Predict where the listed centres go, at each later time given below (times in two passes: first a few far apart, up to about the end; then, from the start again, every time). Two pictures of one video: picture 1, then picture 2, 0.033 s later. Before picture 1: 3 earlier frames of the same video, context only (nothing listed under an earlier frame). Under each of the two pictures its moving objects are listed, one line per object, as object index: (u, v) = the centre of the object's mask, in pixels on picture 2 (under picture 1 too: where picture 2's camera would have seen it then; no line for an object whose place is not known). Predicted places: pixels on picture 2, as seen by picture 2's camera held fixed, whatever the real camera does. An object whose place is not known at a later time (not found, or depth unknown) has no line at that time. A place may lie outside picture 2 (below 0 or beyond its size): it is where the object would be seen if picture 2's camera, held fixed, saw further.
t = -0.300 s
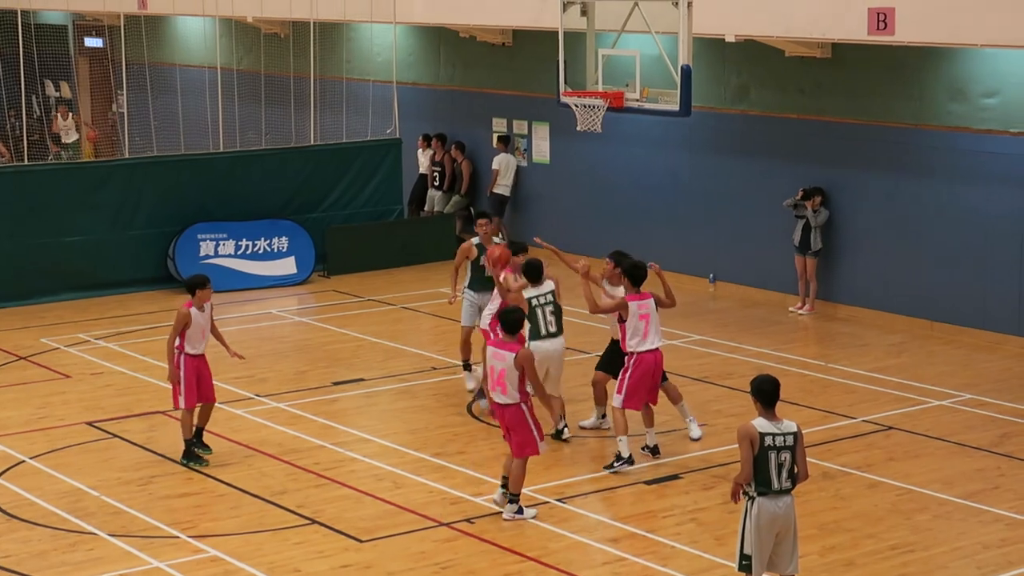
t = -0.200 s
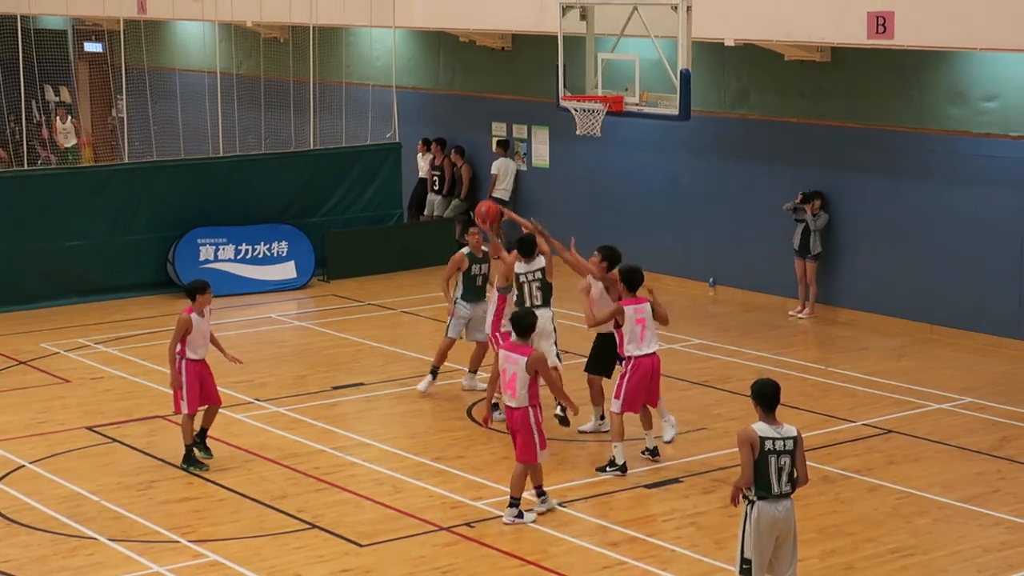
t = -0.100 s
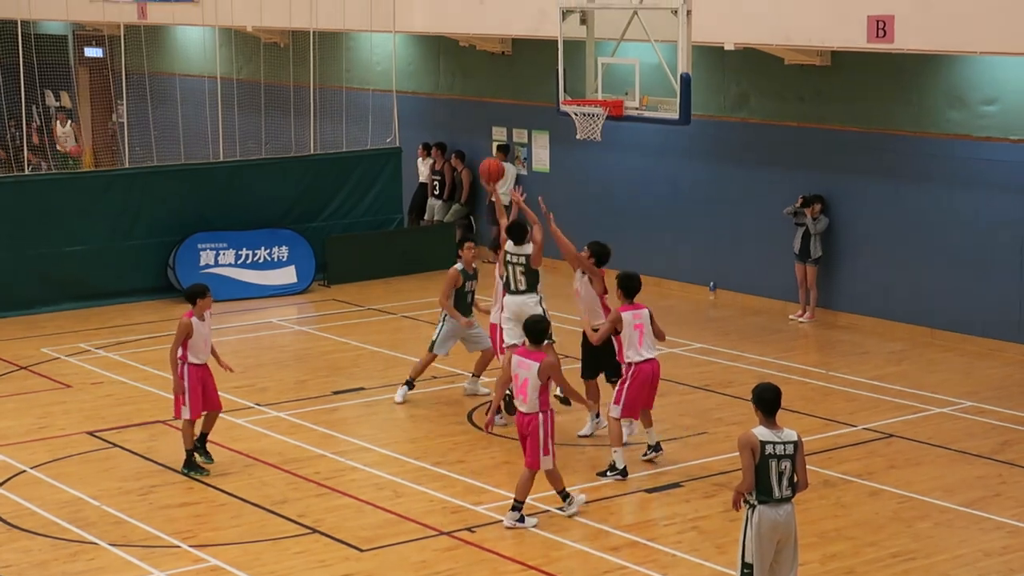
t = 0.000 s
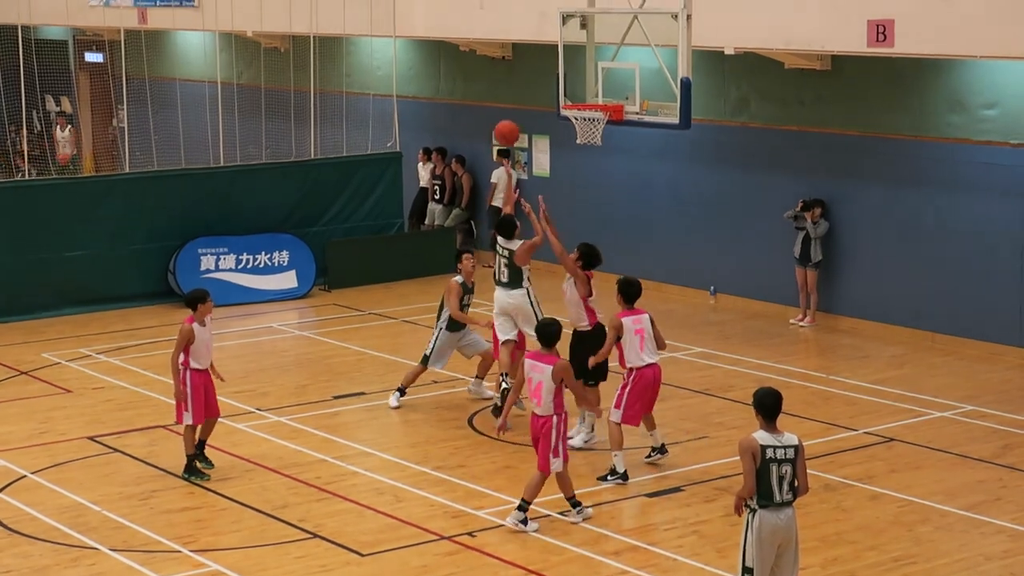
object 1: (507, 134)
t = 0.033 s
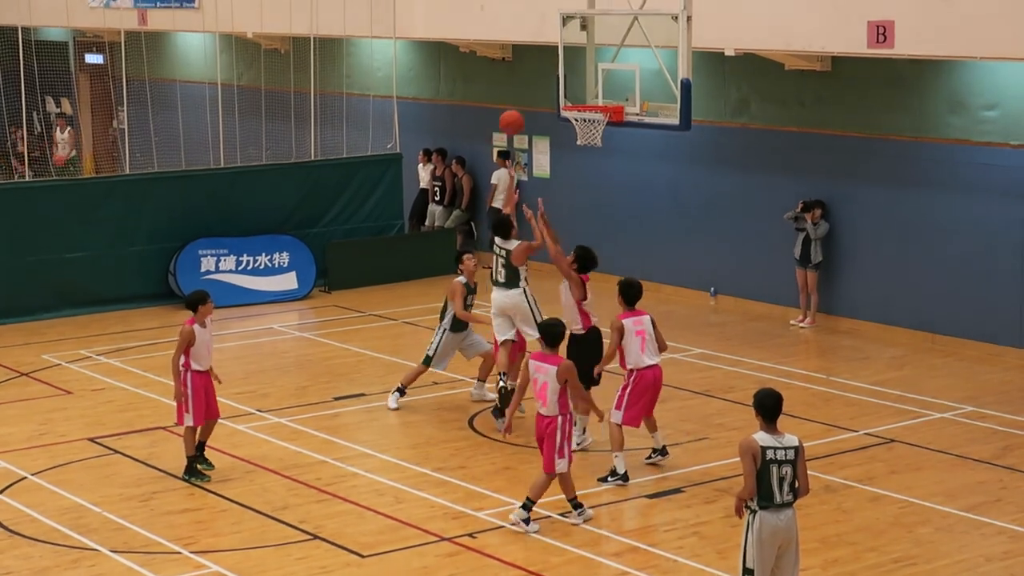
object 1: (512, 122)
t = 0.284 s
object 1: (550, 72)
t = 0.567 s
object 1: (592, 94)
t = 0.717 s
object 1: (584, 81)
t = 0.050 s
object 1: (514, 117)
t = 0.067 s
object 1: (517, 112)
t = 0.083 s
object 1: (520, 107)
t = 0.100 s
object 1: (522, 102)
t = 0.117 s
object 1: (524, 98)
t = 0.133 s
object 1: (527, 94)
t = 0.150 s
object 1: (530, 90)
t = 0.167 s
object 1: (532, 87)
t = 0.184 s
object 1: (535, 84)
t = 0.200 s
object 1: (538, 82)
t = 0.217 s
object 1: (539, 79)
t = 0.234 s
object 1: (542, 77)
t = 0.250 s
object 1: (544, 75)
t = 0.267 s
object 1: (547, 74)
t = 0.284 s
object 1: (550, 72)
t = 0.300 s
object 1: (553, 71)
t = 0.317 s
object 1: (555, 71)
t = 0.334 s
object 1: (558, 70)
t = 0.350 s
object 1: (560, 70)
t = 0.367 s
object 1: (562, 71)
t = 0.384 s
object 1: (565, 71)
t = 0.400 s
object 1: (568, 72)
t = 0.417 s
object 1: (570, 72)
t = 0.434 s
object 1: (573, 74)
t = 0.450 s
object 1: (576, 75)
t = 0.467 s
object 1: (578, 78)
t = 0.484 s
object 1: (580, 80)
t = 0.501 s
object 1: (582, 82)
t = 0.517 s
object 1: (585, 85)
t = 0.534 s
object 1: (588, 88)
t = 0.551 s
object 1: (590, 91)
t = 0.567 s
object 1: (592, 94)
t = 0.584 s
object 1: (594, 96)
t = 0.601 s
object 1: (592, 94)
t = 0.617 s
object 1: (591, 91)
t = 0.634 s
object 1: (590, 89)
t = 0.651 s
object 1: (589, 86)
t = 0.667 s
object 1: (588, 85)
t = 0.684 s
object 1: (586, 83)
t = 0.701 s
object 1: (585, 82)
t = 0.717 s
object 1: (584, 81)
